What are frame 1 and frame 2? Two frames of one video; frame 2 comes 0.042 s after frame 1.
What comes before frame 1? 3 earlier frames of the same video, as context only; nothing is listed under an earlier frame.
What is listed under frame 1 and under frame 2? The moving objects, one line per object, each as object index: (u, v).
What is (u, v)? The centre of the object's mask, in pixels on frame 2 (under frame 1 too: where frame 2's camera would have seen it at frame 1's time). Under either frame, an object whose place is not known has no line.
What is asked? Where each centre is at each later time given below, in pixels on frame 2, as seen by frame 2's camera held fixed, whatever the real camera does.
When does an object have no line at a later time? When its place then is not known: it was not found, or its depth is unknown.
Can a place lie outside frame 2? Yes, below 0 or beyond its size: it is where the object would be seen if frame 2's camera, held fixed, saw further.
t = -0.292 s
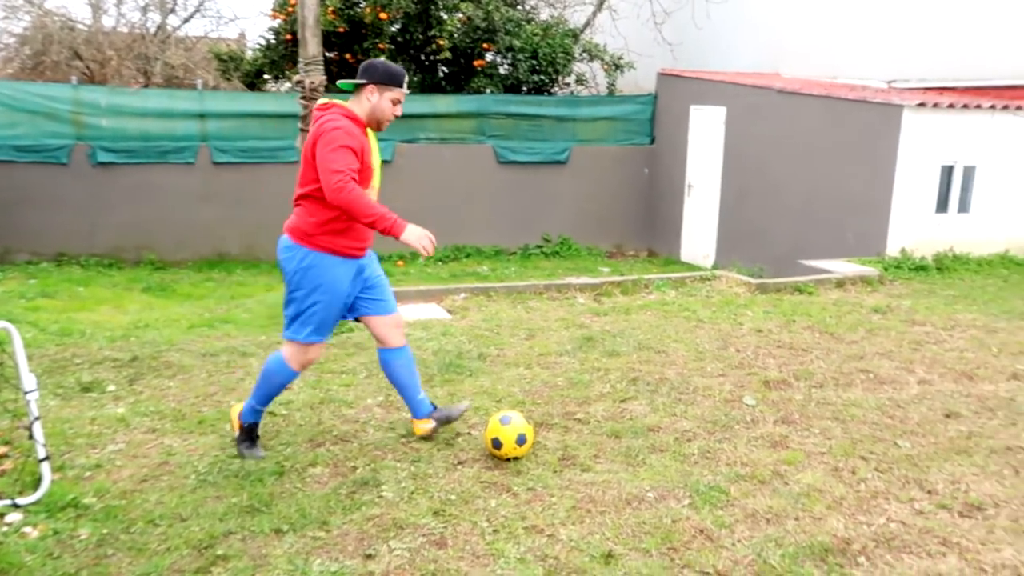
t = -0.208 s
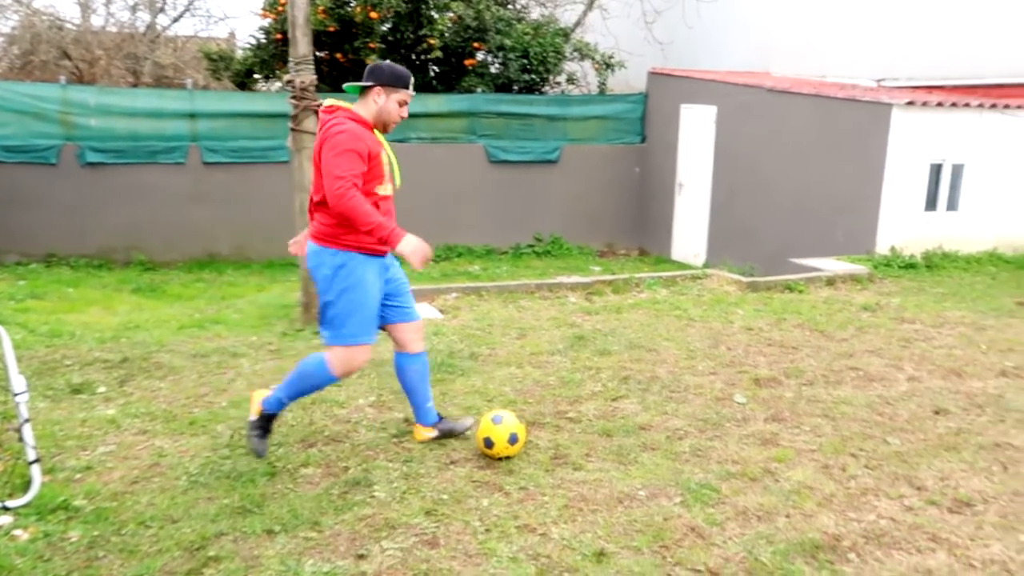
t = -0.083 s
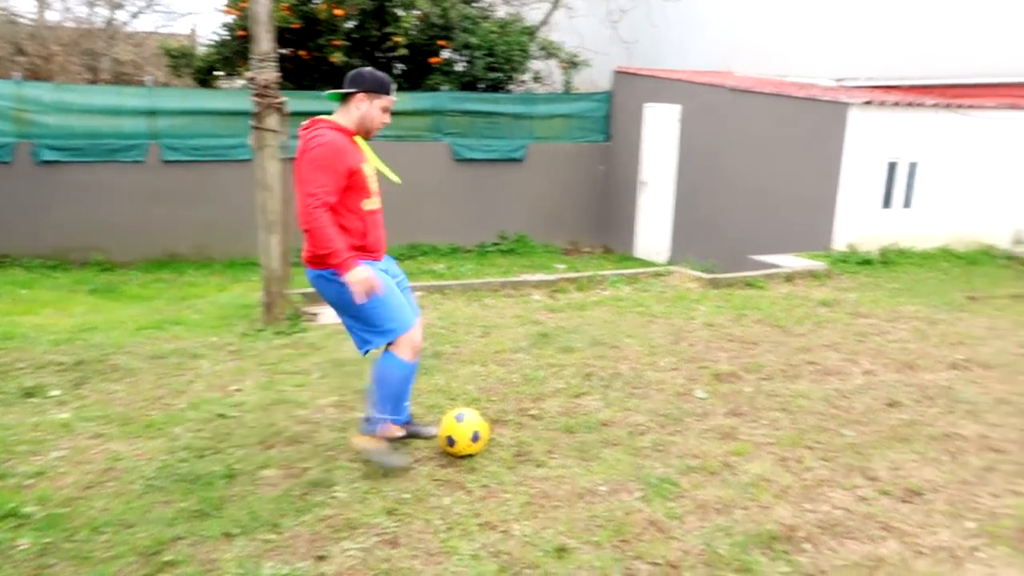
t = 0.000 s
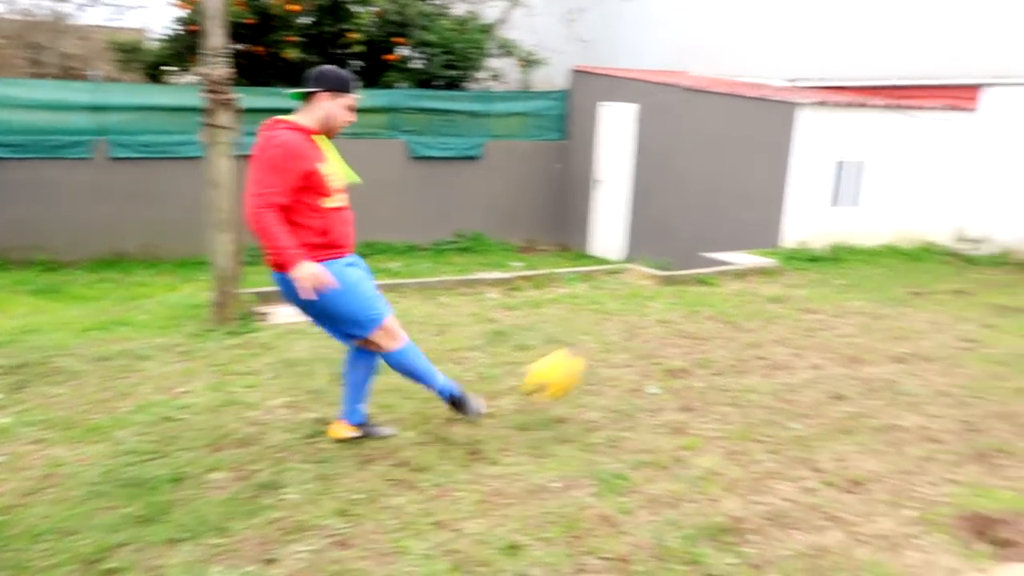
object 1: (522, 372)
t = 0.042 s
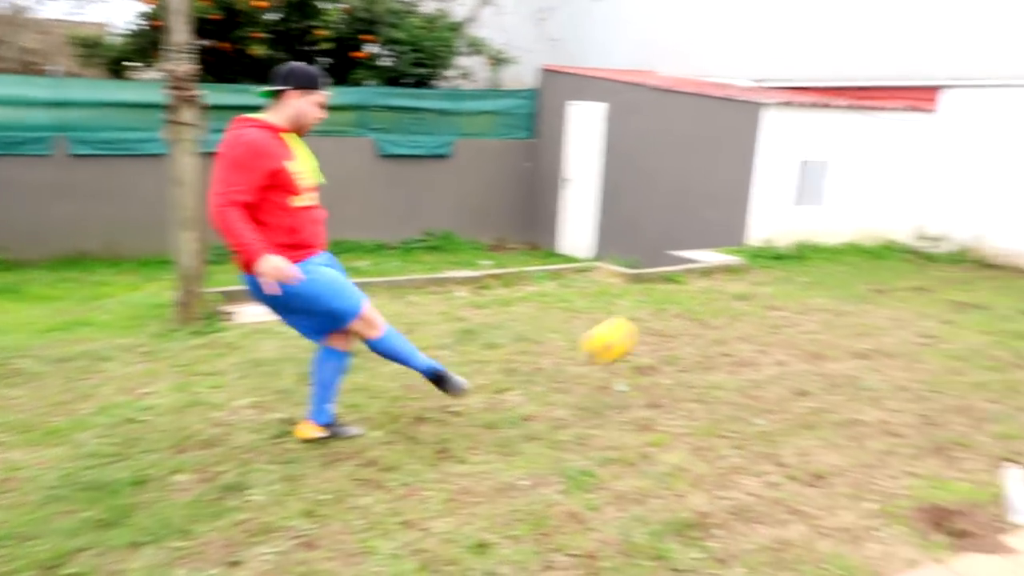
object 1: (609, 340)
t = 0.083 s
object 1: (685, 315)
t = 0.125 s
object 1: (751, 296)
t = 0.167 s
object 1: (808, 280)
